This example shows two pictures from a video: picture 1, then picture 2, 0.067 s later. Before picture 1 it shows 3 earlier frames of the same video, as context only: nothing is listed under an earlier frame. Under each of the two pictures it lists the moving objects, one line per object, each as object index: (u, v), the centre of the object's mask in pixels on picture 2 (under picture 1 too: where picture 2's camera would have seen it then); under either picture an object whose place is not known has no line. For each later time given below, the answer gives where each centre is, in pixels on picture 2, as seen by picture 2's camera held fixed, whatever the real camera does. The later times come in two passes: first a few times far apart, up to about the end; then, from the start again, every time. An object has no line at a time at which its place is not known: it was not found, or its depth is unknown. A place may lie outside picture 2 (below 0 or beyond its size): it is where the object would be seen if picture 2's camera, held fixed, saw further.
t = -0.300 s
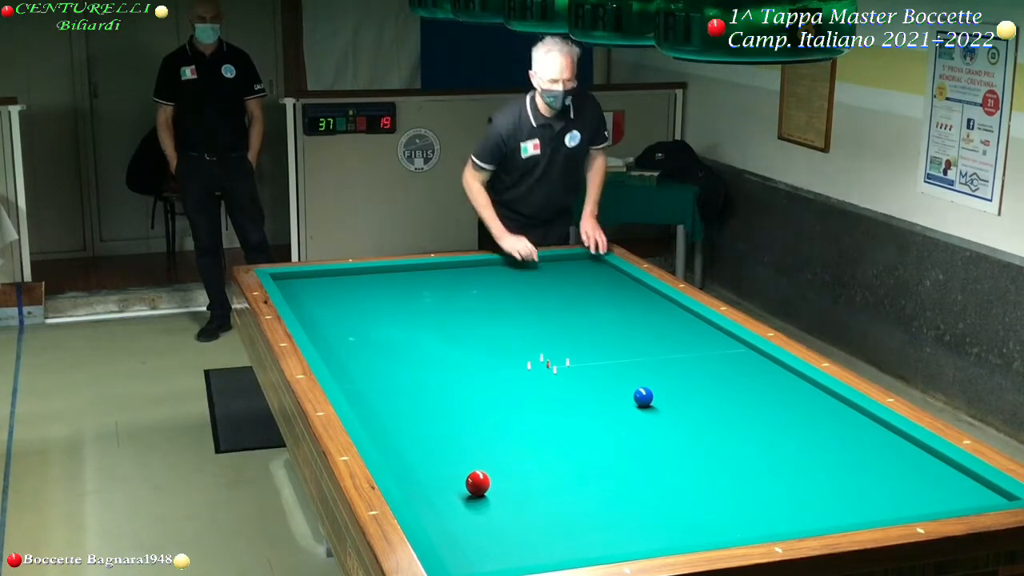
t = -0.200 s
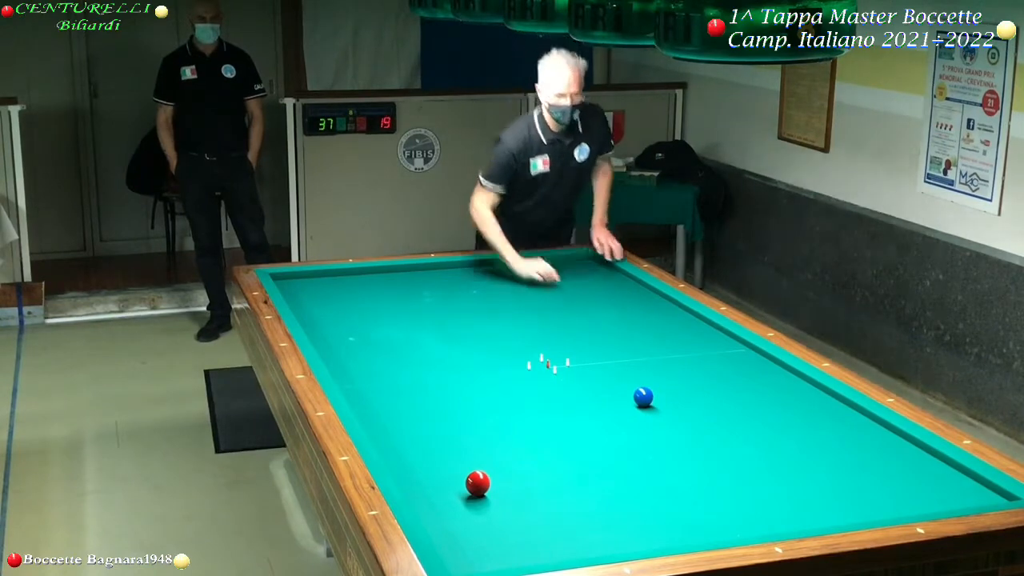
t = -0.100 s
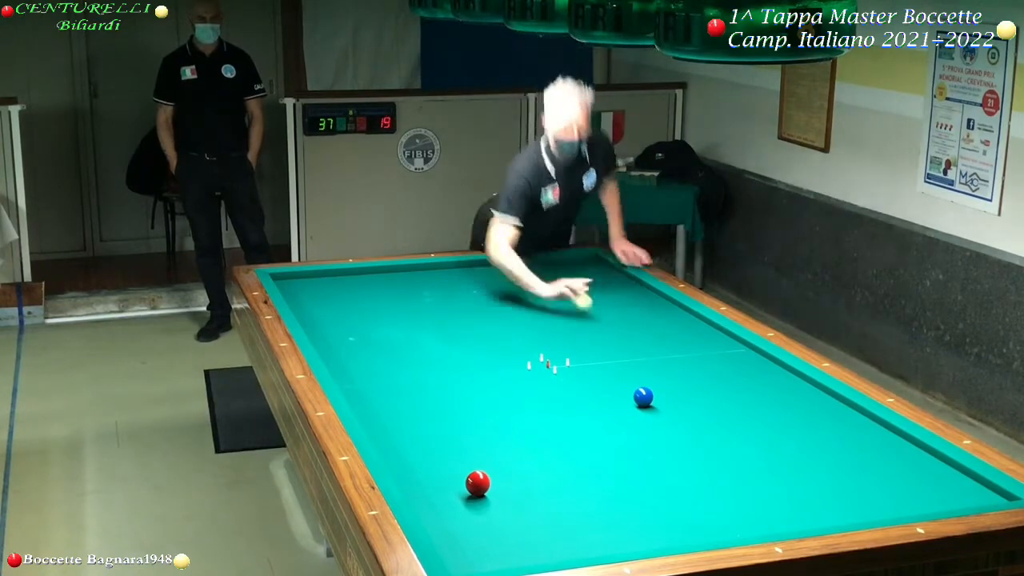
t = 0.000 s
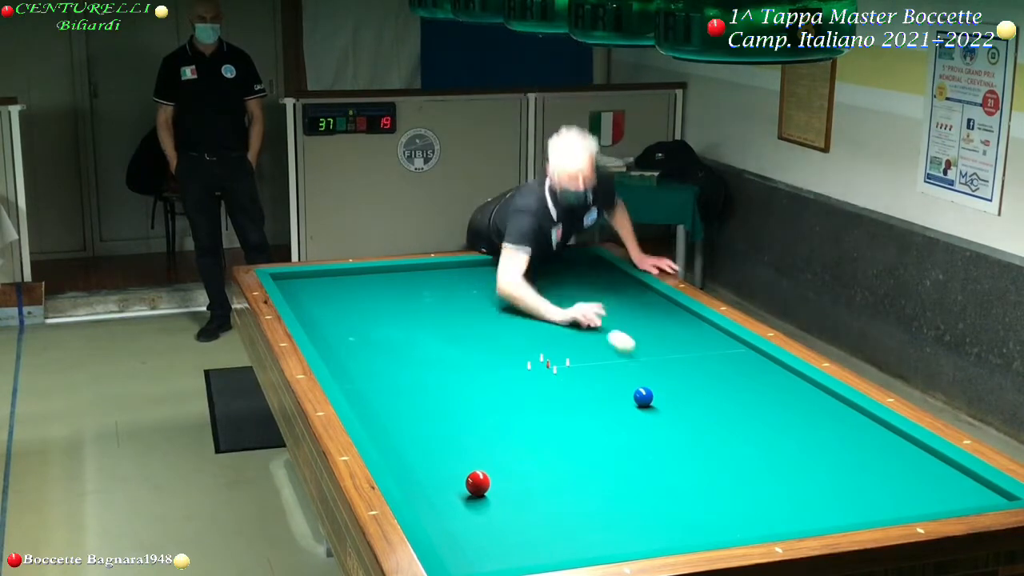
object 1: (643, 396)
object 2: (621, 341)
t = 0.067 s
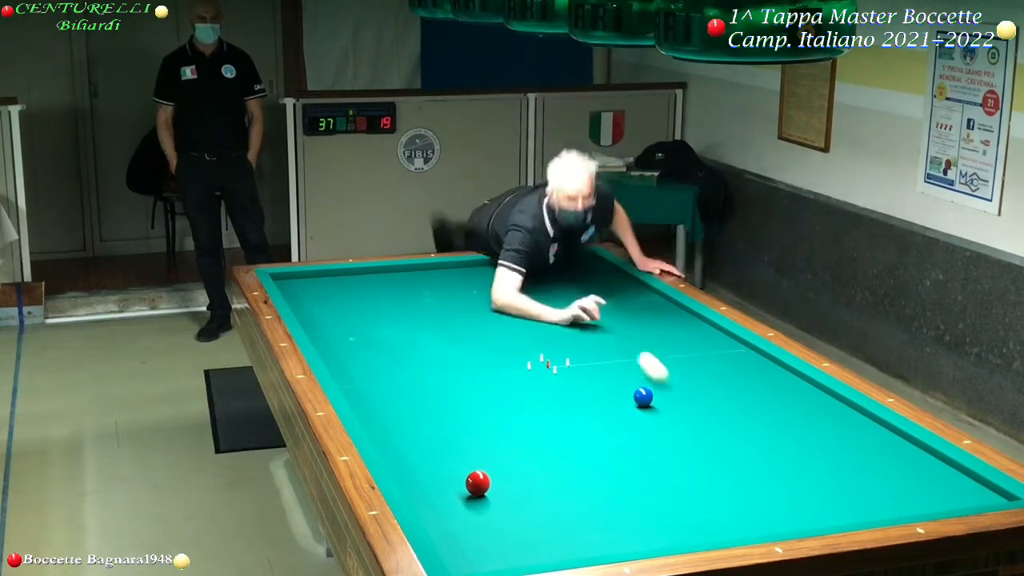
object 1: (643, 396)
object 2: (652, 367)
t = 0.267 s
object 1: (643, 396)
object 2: (779, 481)
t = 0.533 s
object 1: (643, 396)
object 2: (679, 421)
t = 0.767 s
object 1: (607, 344)
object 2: (599, 395)
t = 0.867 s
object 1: (591, 321)
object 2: (574, 391)
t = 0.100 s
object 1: (643, 396)
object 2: (669, 385)
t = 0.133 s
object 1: (643, 396)
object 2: (688, 400)
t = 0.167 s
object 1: (643, 396)
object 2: (709, 418)
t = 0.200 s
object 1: (643, 396)
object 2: (730, 438)
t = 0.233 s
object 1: (643, 396)
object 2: (753, 458)
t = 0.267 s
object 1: (643, 396)
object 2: (779, 481)
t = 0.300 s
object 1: (643, 397)
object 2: (804, 504)
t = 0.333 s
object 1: (643, 396)
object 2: (815, 512)
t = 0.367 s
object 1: (643, 396)
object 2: (790, 492)
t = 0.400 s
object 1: (643, 396)
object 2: (765, 475)
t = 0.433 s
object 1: (643, 396)
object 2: (741, 461)
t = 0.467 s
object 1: (643, 397)
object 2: (718, 448)
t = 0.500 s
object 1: (643, 396)
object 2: (698, 433)
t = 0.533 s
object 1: (643, 396)
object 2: (679, 421)
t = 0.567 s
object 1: (641, 395)
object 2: (660, 409)
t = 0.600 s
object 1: (640, 386)
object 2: (645, 400)
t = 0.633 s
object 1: (633, 380)
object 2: (636, 399)
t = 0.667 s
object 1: (626, 371)
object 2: (626, 399)
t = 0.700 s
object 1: (619, 362)
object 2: (617, 397)
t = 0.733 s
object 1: (613, 353)
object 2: (608, 397)
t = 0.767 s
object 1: (607, 344)
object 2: (599, 395)
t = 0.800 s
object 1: (601, 336)
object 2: (591, 394)
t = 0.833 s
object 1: (596, 328)
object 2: (583, 393)
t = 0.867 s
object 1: (591, 321)
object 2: (574, 391)
